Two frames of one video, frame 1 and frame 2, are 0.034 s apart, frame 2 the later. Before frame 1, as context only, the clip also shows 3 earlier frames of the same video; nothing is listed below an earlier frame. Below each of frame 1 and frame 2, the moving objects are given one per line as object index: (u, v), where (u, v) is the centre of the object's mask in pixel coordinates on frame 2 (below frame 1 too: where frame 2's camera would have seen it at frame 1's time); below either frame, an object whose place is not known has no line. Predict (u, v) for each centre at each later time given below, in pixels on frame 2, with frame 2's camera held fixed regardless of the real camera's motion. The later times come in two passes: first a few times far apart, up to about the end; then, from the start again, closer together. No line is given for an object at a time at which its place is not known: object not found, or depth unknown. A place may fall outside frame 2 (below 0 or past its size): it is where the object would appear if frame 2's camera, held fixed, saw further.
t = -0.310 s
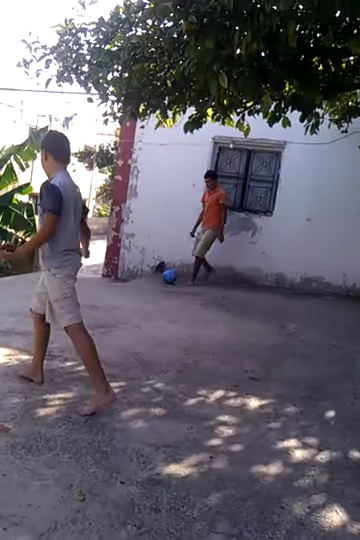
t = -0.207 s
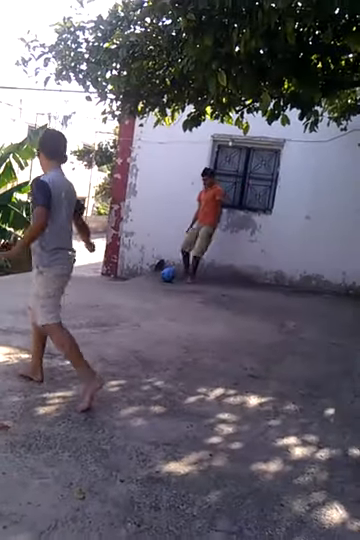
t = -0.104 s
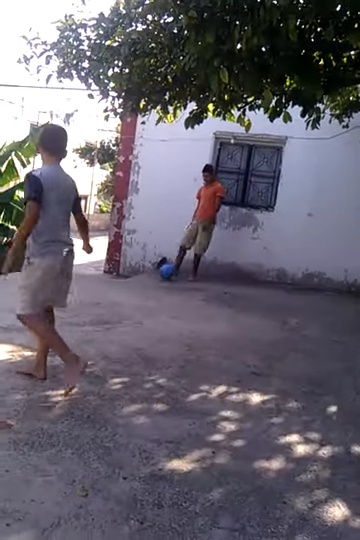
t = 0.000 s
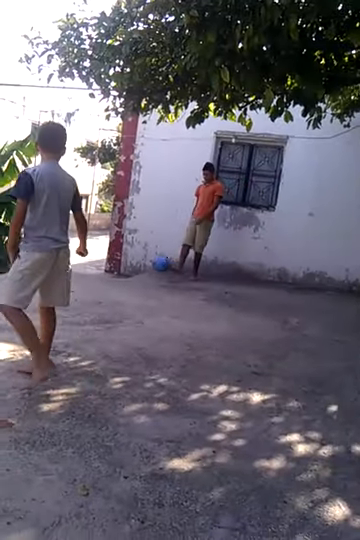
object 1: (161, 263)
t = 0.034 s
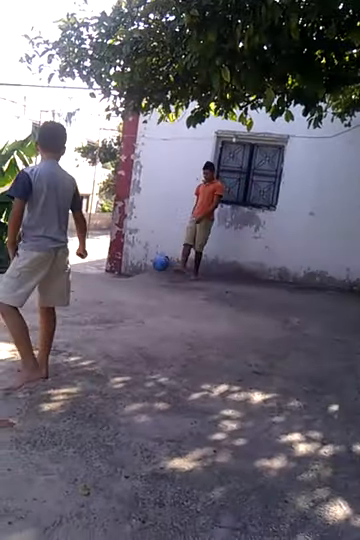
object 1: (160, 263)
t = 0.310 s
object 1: (134, 290)
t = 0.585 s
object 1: (114, 300)
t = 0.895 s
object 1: (85, 311)
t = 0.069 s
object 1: (158, 263)
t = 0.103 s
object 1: (156, 263)
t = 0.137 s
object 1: (154, 265)
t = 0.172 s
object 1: (151, 268)
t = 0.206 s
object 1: (146, 273)
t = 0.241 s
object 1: (142, 279)
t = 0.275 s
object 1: (137, 287)
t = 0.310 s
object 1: (134, 290)
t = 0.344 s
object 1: (132, 290)
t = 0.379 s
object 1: (129, 289)
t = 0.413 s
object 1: (127, 290)
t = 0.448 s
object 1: (125, 292)
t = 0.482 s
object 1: (122, 294)
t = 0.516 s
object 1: (119, 296)
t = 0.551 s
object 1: (117, 296)
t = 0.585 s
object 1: (114, 300)
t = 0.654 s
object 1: (108, 302)
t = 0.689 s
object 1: (106, 302)
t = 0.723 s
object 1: (103, 303)
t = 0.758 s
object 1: (99, 306)
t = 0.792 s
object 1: (96, 306)
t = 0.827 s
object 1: (94, 307)
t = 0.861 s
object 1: (92, 309)
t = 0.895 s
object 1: (85, 311)
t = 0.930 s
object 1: (81, 314)
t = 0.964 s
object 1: (77, 315)
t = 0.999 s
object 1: (74, 316)
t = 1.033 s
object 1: (70, 318)
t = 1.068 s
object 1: (67, 320)
